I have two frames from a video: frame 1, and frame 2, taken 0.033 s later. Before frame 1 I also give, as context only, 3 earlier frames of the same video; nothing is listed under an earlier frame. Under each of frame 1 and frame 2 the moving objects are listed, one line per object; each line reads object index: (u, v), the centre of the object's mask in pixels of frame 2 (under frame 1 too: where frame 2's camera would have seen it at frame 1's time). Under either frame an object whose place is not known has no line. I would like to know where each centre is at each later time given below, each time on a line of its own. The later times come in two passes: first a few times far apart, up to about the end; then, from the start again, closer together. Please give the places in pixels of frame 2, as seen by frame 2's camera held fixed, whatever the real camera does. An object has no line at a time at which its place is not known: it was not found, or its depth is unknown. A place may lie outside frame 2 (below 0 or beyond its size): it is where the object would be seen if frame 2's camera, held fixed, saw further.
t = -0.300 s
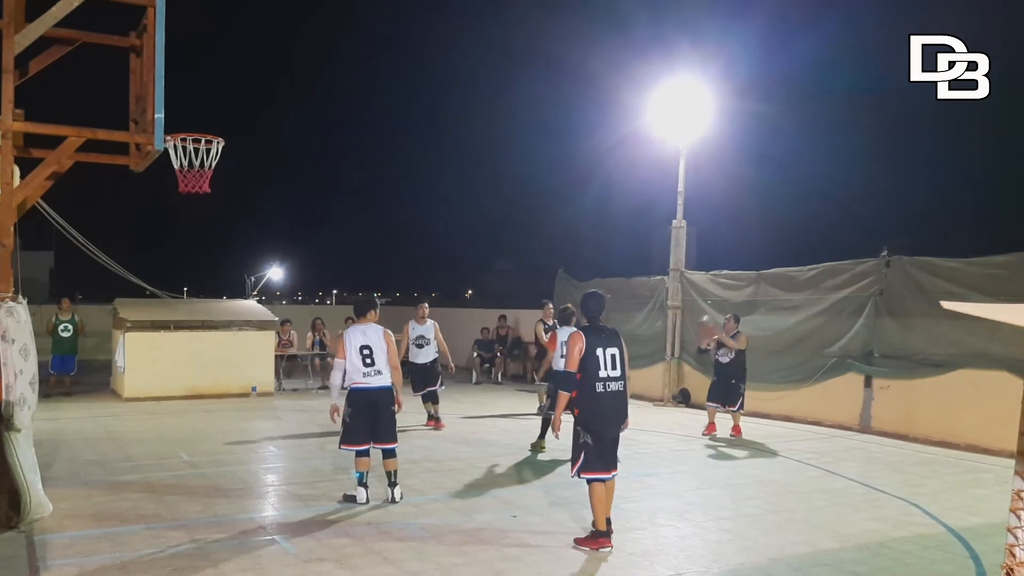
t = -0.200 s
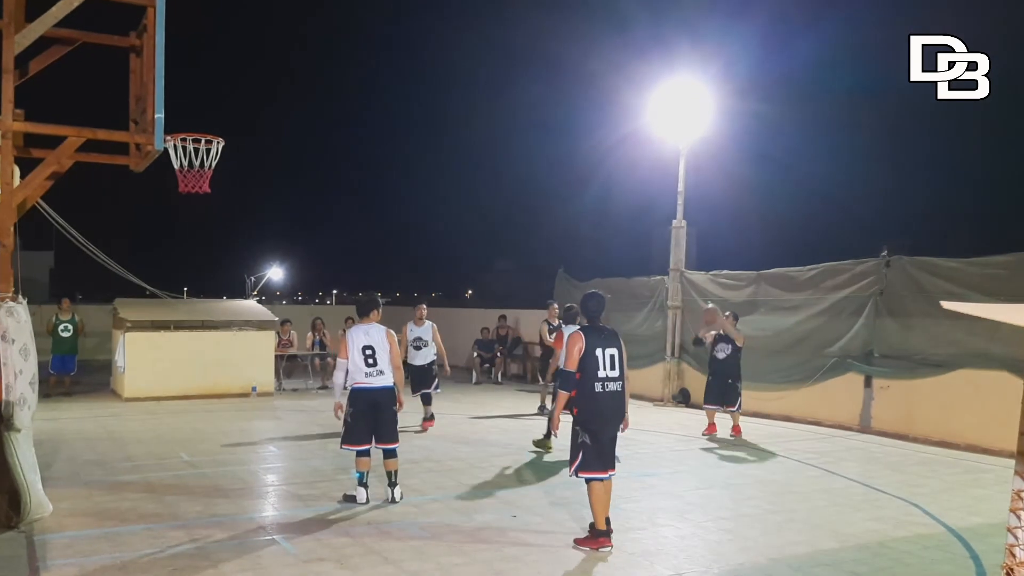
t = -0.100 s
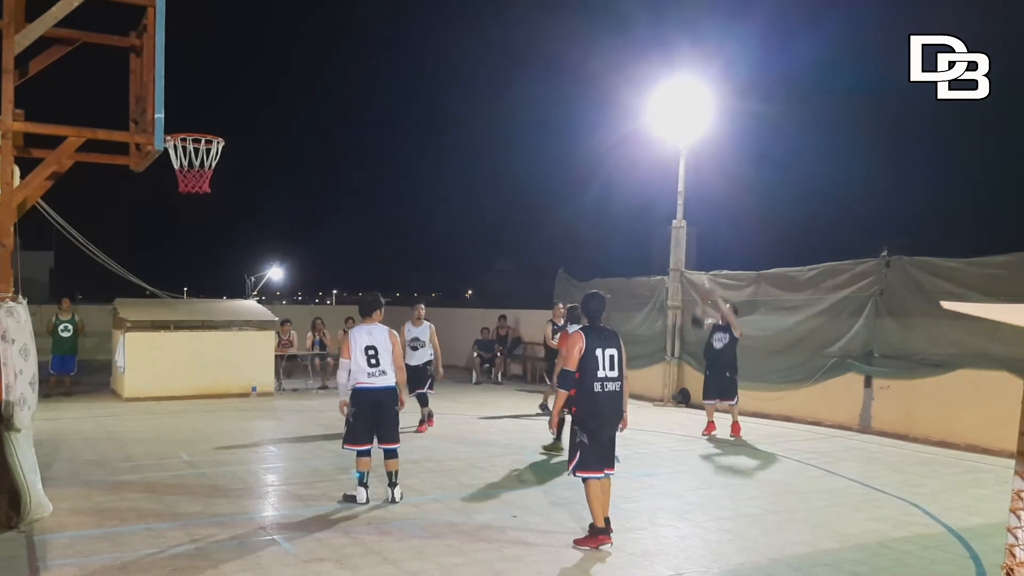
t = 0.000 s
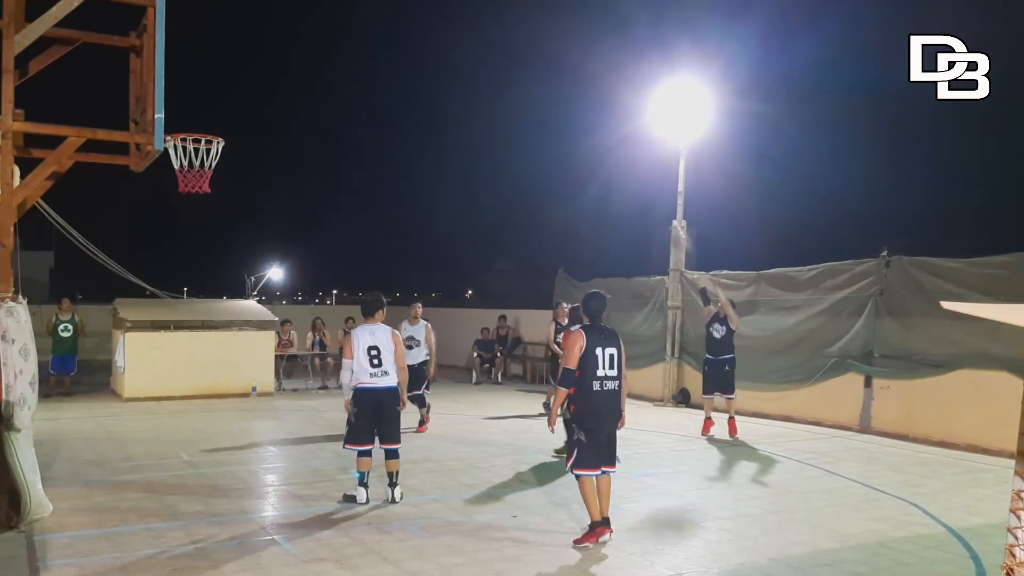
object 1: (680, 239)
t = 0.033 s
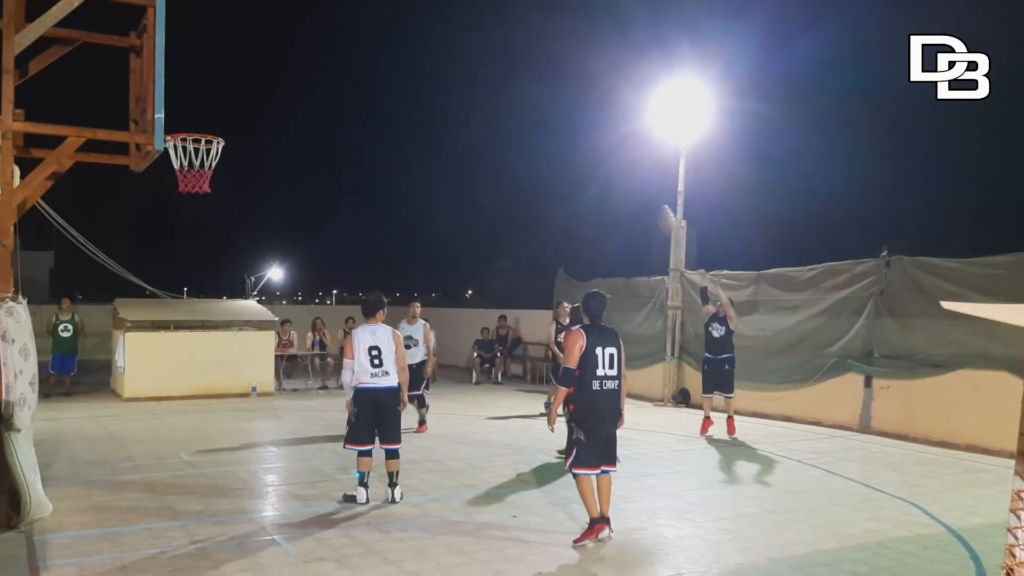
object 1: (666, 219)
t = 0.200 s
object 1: (614, 147)
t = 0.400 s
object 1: (537, 77)
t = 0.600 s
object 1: (451, 35)
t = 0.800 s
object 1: (356, 29)
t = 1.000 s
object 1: (248, 65)
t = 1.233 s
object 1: (213, 119)
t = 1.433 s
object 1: (315, 135)
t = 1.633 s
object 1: (406, 190)
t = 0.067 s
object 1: (658, 206)
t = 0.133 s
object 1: (636, 174)
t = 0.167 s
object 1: (625, 160)
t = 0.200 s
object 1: (614, 147)
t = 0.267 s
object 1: (588, 120)
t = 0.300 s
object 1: (576, 109)
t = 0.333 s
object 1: (564, 97)
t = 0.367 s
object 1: (550, 87)
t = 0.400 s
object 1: (537, 77)
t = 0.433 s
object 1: (523, 68)
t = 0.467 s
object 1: (510, 59)
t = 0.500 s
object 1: (495, 52)
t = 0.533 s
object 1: (481, 45)
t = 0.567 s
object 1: (466, 40)
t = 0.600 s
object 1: (451, 35)
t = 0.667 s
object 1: (421, 29)
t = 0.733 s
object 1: (389, 26)
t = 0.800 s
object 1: (356, 29)
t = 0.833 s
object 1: (339, 31)
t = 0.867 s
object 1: (322, 35)
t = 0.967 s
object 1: (267, 56)
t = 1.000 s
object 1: (248, 65)
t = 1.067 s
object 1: (209, 88)
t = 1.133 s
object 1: (175, 116)
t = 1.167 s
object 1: (180, 122)
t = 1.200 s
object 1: (195, 121)
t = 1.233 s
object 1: (213, 119)
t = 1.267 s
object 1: (231, 119)
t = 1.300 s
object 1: (248, 120)
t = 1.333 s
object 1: (266, 122)
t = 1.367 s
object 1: (282, 125)
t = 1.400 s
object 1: (298, 129)
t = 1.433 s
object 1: (315, 135)
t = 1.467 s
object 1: (331, 142)
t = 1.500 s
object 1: (346, 149)
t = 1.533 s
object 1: (361, 157)
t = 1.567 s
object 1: (376, 168)
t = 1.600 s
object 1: (391, 178)
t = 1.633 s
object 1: (406, 190)
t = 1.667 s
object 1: (420, 203)
